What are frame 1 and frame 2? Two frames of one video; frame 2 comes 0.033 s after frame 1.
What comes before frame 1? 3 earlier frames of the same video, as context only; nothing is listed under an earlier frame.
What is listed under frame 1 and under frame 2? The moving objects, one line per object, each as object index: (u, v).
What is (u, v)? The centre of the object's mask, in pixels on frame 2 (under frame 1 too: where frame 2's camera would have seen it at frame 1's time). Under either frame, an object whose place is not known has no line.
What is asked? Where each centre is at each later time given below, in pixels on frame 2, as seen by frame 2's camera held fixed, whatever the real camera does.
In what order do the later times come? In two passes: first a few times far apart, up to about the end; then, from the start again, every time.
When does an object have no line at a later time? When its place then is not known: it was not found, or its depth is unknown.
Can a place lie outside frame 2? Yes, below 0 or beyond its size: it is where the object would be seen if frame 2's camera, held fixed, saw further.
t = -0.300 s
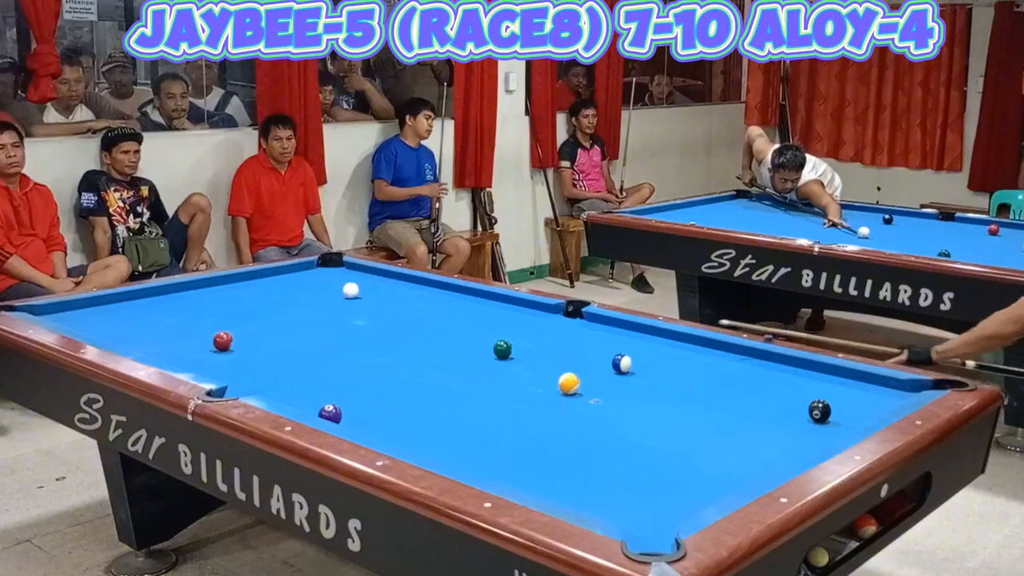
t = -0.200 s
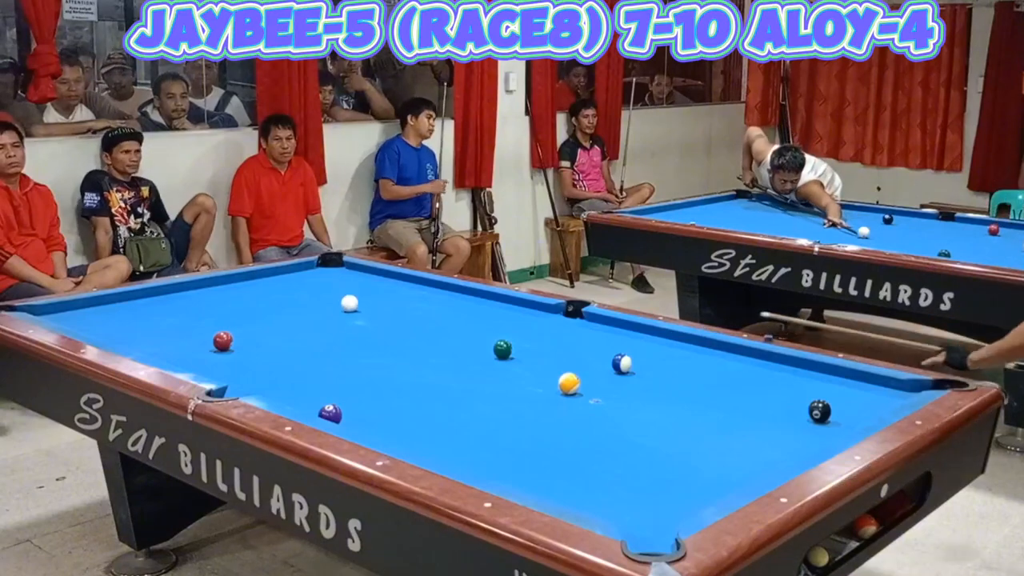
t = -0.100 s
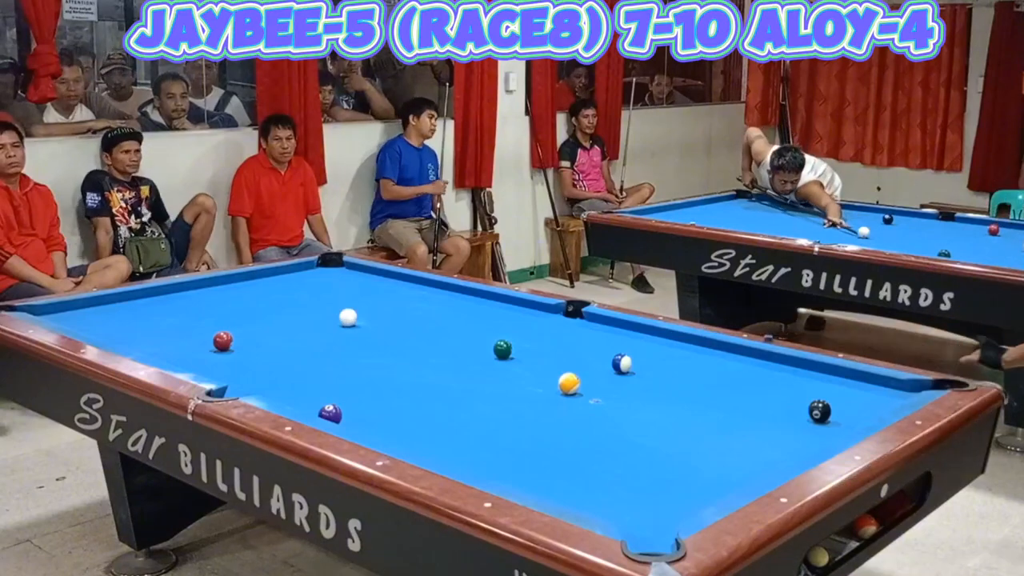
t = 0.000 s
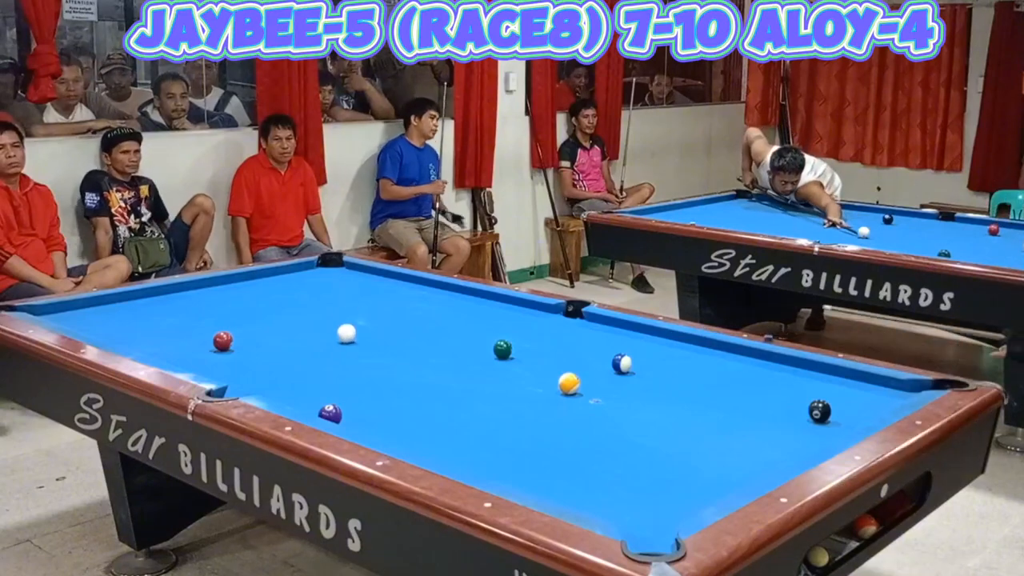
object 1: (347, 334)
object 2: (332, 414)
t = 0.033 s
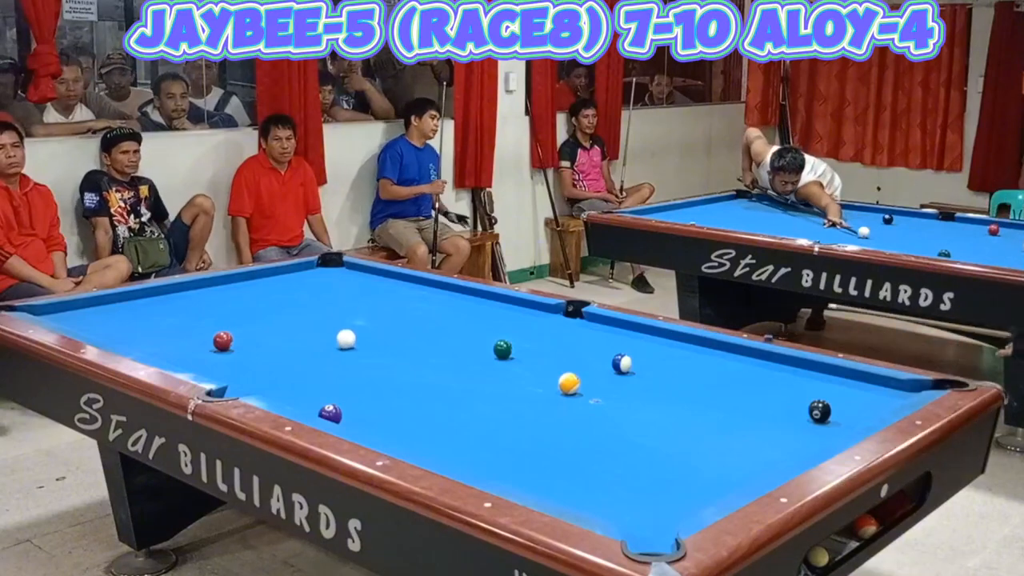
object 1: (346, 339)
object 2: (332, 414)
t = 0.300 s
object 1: (341, 394)
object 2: (332, 414)
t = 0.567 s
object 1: (390, 405)
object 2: (390, 425)
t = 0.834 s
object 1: (448, 412)
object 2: (470, 435)
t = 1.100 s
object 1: (504, 417)
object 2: (548, 444)
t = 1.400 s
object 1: (564, 422)
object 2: (638, 456)
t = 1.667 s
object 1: (615, 427)
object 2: (717, 465)
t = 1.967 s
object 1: (671, 431)
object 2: (759, 463)
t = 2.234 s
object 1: (718, 435)
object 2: (744, 447)
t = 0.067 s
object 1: (345, 346)
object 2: (332, 414)
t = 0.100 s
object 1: (345, 352)
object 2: (332, 414)
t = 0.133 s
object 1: (344, 358)
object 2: (332, 414)
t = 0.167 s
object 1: (343, 365)
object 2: (332, 414)
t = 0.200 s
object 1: (343, 372)
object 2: (332, 414)
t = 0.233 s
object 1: (342, 379)
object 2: (332, 414)
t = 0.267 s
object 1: (341, 386)
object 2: (332, 414)
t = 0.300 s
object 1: (341, 394)
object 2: (332, 414)
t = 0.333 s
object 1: (341, 400)
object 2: (332, 414)
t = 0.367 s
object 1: (342, 408)
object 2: (330, 415)
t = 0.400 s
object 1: (350, 408)
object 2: (338, 417)
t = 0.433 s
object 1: (358, 407)
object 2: (351, 420)
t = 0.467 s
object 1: (367, 406)
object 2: (361, 421)
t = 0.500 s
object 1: (375, 405)
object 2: (371, 423)
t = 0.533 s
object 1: (383, 405)
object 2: (381, 424)
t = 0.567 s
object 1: (390, 405)
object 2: (390, 425)
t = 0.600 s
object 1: (397, 406)
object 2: (401, 427)
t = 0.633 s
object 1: (405, 407)
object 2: (410, 428)
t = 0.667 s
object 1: (412, 409)
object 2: (420, 429)
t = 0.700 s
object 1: (419, 409)
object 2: (430, 430)
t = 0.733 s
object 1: (426, 410)
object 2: (440, 431)
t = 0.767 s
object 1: (433, 411)
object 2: (450, 432)
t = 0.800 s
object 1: (441, 412)
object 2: (460, 434)
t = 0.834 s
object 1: (448, 412)
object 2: (470, 435)
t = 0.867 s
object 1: (455, 413)
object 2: (479, 436)
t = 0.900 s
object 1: (462, 414)
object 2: (489, 437)
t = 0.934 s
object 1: (469, 414)
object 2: (499, 438)
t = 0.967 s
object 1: (476, 415)
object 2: (509, 439)
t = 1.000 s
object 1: (483, 415)
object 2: (519, 441)
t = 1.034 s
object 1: (490, 416)
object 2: (529, 442)
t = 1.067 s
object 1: (497, 417)
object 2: (539, 443)
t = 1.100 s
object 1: (504, 417)
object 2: (548, 444)
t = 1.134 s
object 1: (511, 418)
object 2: (559, 445)
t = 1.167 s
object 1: (517, 418)
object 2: (568, 447)
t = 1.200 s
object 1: (524, 419)
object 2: (578, 448)
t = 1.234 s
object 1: (531, 419)
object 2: (588, 450)
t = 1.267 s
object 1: (538, 420)
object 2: (598, 451)
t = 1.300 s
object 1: (544, 421)
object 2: (608, 452)
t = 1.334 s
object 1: (551, 421)
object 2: (618, 453)
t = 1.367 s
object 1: (557, 422)
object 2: (628, 454)
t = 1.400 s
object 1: (564, 422)
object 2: (638, 456)
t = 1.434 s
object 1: (571, 423)
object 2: (648, 457)
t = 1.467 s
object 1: (577, 423)
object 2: (657, 458)
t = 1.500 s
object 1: (584, 424)
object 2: (667, 459)
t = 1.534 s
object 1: (590, 424)
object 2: (677, 460)
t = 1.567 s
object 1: (596, 425)
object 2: (687, 462)
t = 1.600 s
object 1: (602, 425)
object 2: (697, 463)
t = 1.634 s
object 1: (609, 426)
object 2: (707, 464)
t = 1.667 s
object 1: (615, 427)
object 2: (717, 465)
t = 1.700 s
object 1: (622, 427)
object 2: (727, 467)
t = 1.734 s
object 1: (628, 428)
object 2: (737, 468)
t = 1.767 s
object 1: (634, 428)
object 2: (746, 469)
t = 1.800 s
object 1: (640, 429)
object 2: (756, 468)
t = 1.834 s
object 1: (646, 429)
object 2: (764, 467)
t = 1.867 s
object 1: (652, 430)
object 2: (764, 466)
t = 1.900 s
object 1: (658, 430)
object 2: (762, 466)
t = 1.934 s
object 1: (665, 431)
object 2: (760, 464)
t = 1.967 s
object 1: (671, 431)
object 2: (759, 463)
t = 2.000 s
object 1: (677, 432)
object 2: (757, 461)
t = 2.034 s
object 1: (682, 432)
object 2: (755, 459)
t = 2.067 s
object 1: (688, 433)
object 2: (753, 457)
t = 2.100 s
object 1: (694, 434)
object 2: (751, 455)
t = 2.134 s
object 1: (700, 434)
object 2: (749, 454)
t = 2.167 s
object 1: (706, 435)
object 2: (747, 451)
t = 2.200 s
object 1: (712, 435)
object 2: (746, 450)
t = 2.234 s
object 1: (718, 435)
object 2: (744, 447)
